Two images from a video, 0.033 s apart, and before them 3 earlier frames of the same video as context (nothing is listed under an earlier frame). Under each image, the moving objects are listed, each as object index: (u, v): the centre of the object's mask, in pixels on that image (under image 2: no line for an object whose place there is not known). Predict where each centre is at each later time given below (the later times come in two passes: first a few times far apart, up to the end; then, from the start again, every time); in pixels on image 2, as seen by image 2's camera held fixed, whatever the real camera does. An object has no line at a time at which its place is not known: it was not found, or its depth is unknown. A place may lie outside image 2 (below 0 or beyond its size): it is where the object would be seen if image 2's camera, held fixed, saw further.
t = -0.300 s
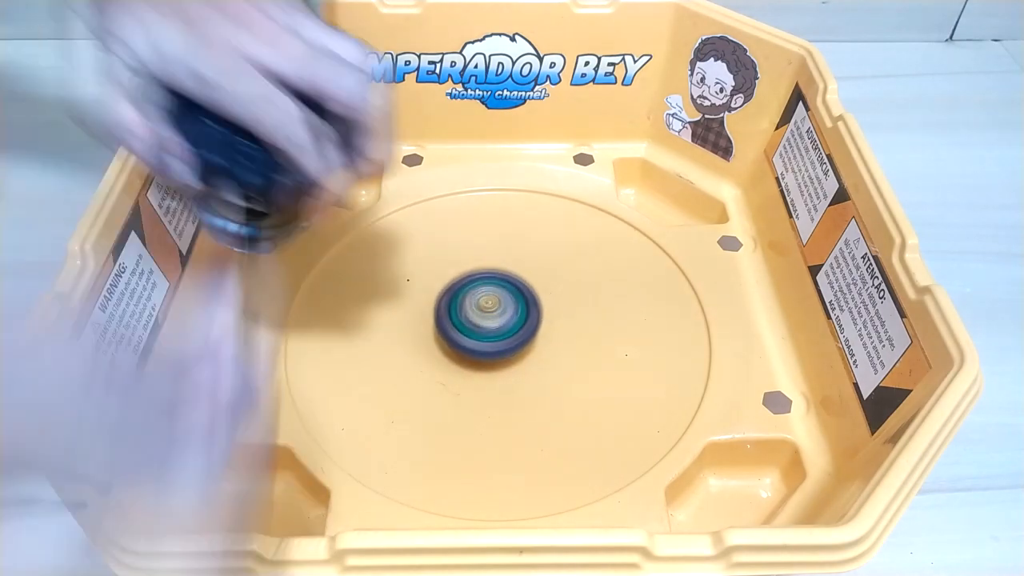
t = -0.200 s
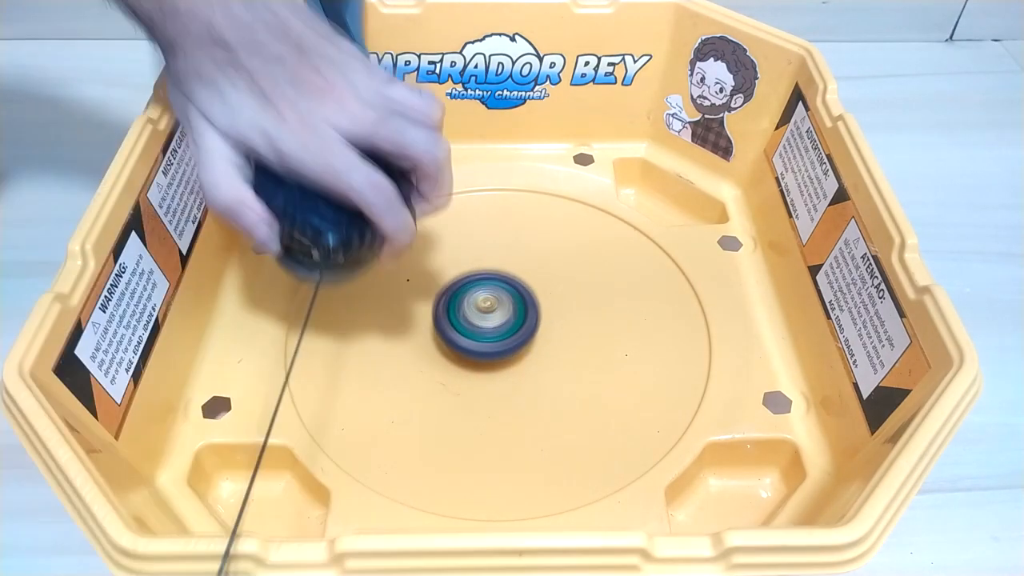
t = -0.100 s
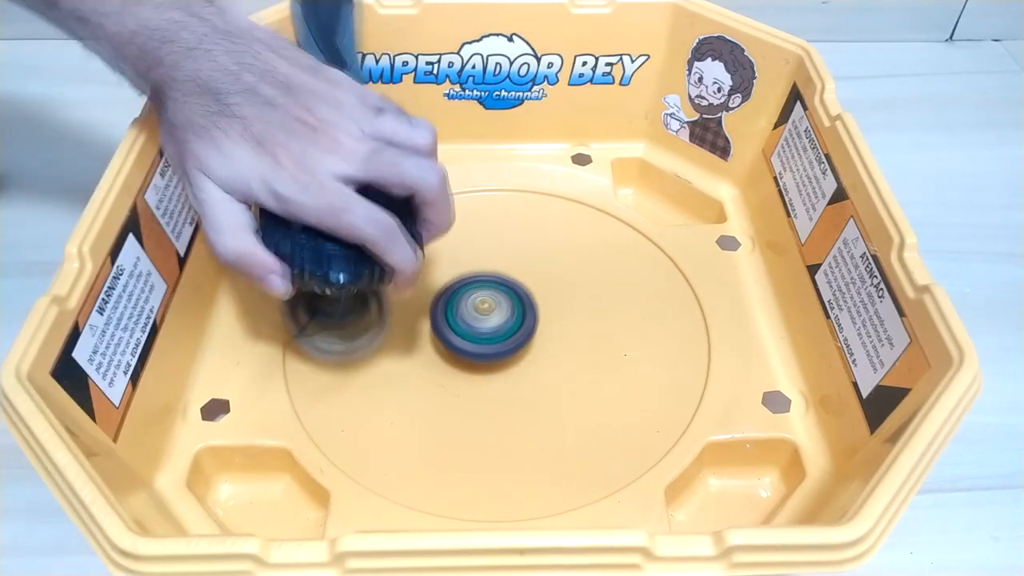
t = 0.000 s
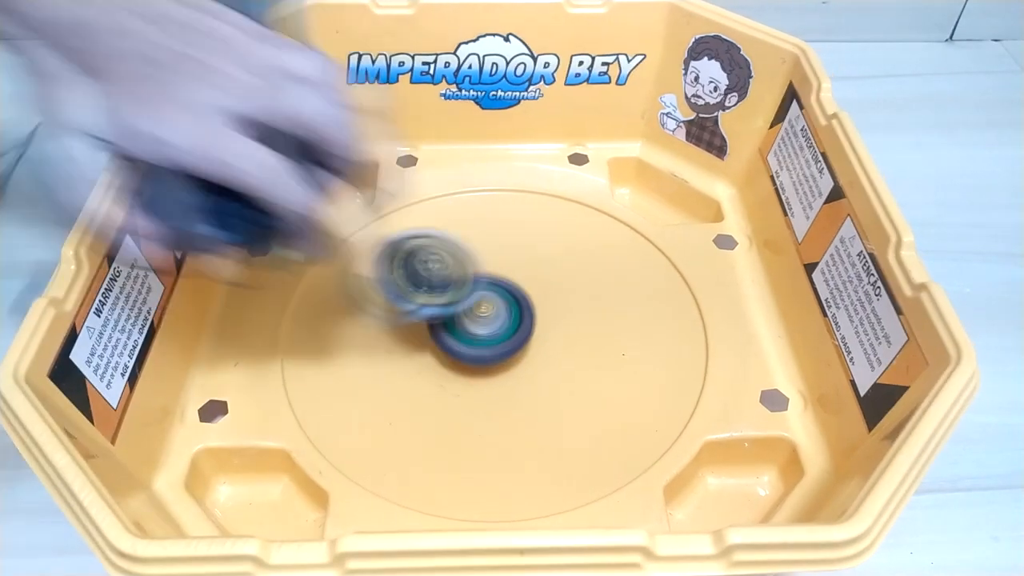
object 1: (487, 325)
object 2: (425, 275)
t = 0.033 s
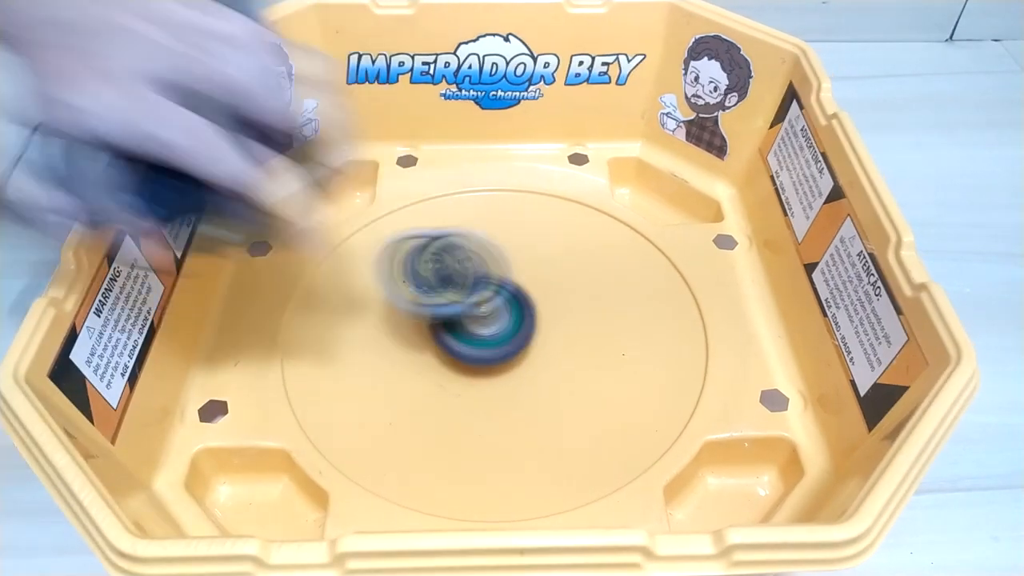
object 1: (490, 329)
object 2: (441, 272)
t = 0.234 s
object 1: (563, 343)
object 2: (481, 243)
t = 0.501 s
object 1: (556, 346)
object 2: (471, 183)
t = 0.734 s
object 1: (531, 347)
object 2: (439, 215)
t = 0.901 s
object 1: (524, 351)
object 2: (485, 264)
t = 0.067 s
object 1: (499, 332)
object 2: (469, 267)
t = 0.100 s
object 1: (507, 332)
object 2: (488, 263)
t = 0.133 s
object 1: (519, 334)
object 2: (492, 257)
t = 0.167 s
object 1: (536, 335)
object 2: (488, 244)
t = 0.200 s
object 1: (553, 340)
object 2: (484, 241)
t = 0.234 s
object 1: (563, 343)
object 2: (481, 243)
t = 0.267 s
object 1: (571, 345)
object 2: (480, 226)
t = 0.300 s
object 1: (574, 346)
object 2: (478, 210)
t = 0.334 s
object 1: (573, 345)
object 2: (479, 208)
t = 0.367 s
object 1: (571, 345)
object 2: (479, 207)
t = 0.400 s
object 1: (568, 345)
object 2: (476, 189)
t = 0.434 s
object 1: (566, 345)
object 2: (476, 186)
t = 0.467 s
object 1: (561, 346)
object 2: (475, 188)
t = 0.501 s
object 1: (556, 346)
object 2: (471, 183)
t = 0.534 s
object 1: (551, 346)
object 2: (466, 180)
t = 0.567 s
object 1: (547, 347)
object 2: (463, 185)
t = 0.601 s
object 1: (543, 347)
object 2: (456, 185)
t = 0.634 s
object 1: (539, 347)
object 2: (450, 193)
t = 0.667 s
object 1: (537, 347)
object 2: (445, 197)
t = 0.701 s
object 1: (534, 347)
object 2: (440, 204)
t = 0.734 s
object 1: (531, 347)
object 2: (439, 215)
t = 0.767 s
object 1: (529, 347)
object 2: (440, 224)
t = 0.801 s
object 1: (526, 346)
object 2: (448, 238)
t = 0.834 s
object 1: (524, 345)
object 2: (460, 252)
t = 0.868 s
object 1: (522, 345)
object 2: (469, 259)
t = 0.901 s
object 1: (524, 351)
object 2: (485, 264)
